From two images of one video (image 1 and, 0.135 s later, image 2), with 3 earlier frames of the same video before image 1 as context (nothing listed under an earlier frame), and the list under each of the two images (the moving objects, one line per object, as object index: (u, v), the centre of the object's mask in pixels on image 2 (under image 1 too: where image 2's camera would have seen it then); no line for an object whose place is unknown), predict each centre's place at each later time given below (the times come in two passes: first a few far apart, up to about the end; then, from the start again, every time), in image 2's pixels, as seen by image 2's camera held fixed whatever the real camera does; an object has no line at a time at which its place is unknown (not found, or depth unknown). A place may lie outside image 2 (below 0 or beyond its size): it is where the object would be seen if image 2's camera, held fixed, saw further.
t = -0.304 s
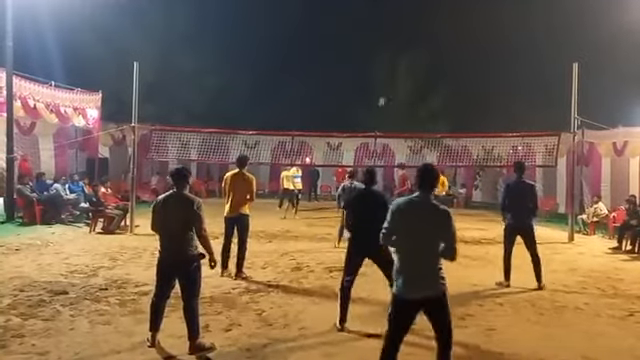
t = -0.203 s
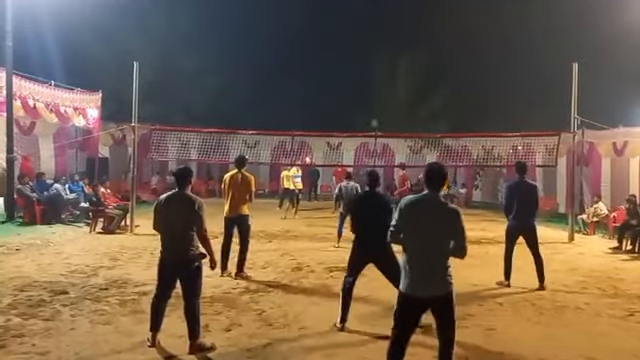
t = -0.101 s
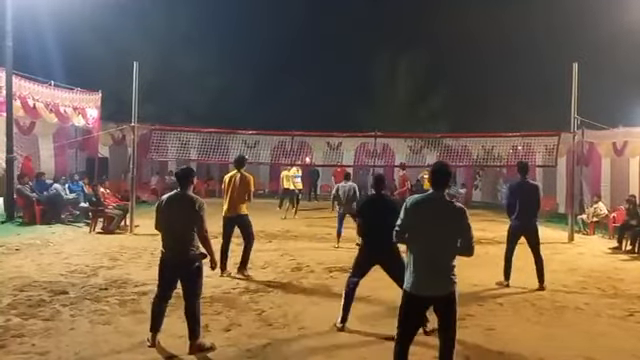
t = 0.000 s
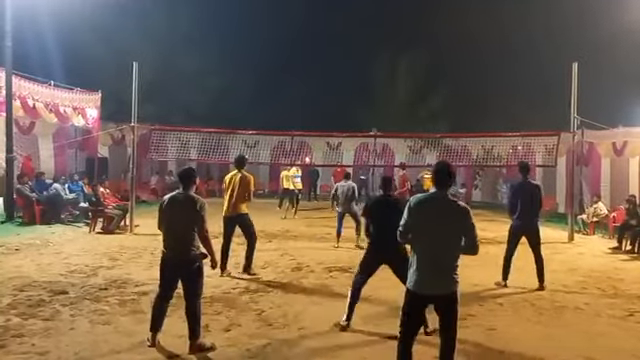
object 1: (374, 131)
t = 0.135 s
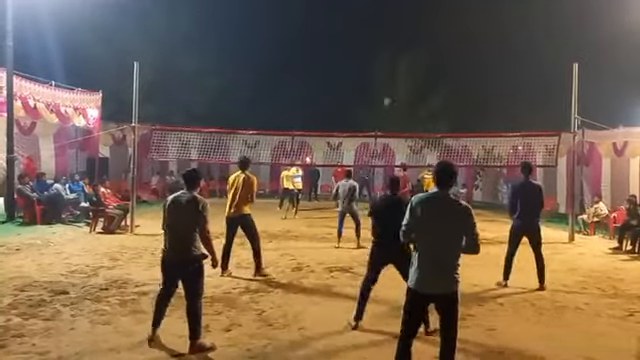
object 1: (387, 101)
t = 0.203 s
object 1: (393, 88)
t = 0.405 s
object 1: (414, 52)
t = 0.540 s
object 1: (431, 34)
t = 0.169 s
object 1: (389, 95)
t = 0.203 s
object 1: (393, 88)
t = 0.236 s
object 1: (396, 81)
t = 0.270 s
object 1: (399, 76)
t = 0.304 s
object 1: (403, 69)
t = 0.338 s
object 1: (407, 63)
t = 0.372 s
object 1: (411, 58)
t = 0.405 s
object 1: (414, 52)
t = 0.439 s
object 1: (419, 47)
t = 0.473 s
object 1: (423, 42)
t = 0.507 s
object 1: (427, 37)
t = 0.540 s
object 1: (431, 34)
